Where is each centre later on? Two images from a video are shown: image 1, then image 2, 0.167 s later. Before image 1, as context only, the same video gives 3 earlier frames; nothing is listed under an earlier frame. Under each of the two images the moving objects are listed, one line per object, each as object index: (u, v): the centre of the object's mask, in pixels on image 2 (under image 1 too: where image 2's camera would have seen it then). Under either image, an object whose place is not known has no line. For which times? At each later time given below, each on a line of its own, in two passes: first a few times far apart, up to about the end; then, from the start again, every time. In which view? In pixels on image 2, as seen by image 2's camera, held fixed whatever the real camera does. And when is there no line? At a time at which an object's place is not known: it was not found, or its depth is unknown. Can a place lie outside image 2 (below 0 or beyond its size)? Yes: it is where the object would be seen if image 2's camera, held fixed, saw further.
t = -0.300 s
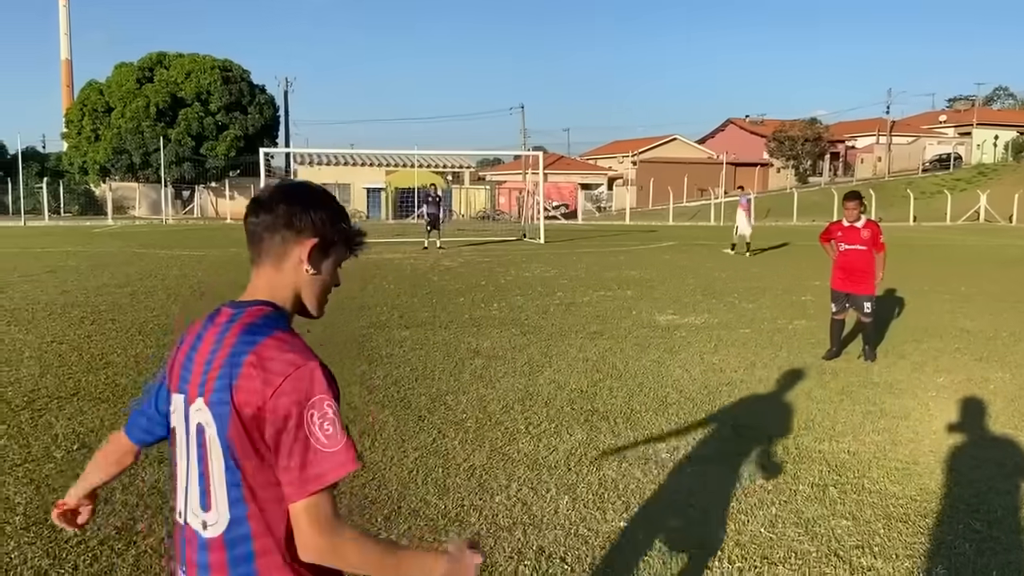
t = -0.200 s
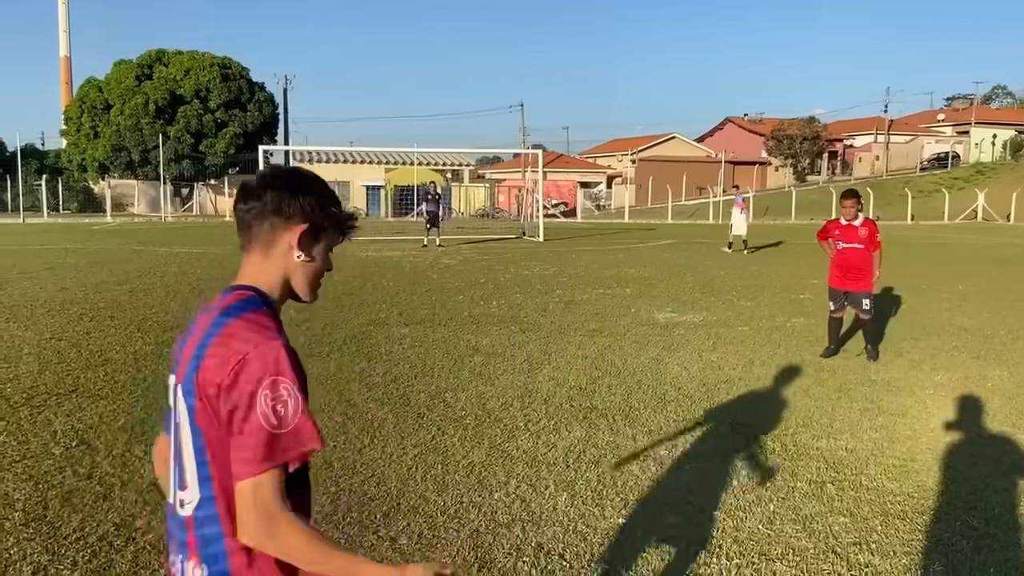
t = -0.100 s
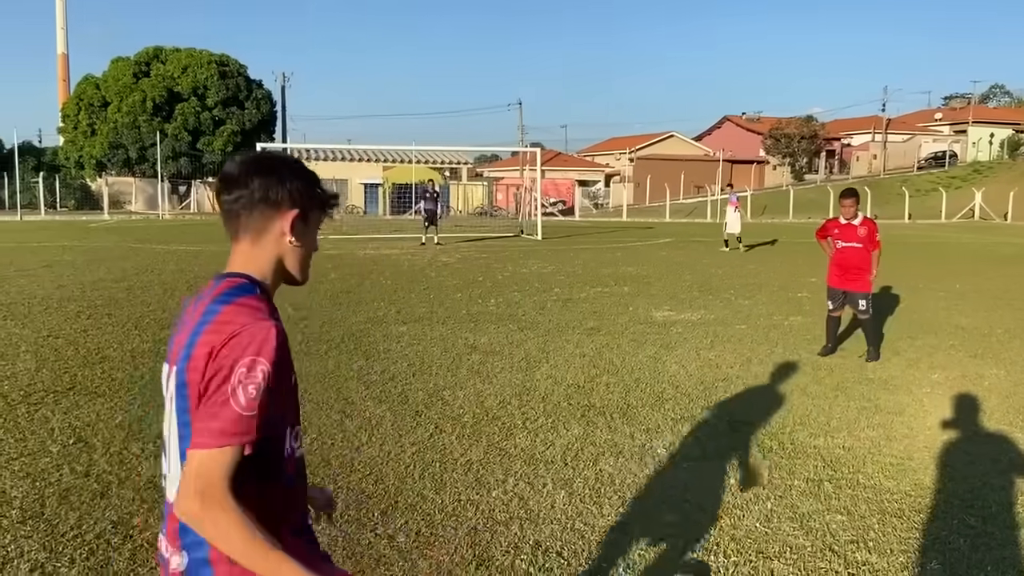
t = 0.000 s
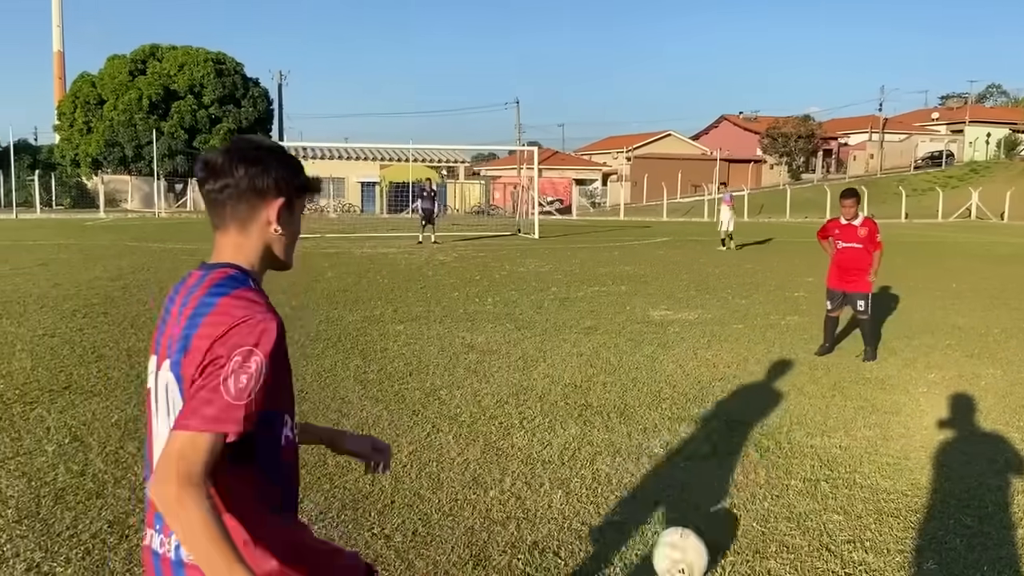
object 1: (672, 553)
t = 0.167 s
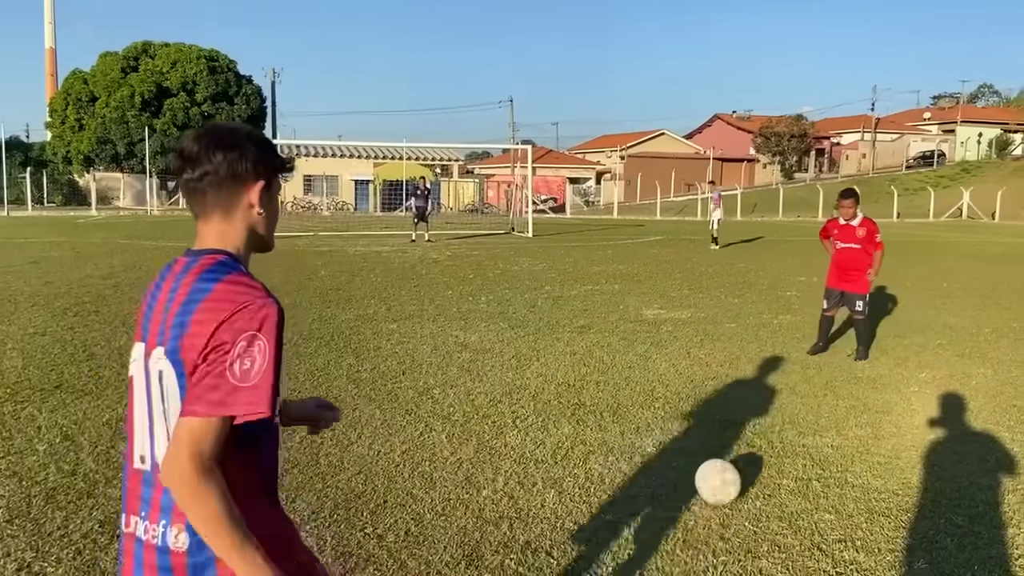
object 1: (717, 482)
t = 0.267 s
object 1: (735, 453)
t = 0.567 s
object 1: (770, 403)
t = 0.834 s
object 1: (787, 369)
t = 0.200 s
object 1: (724, 473)
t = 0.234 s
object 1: (730, 462)
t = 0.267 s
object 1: (735, 453)
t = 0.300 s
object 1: (740, 447)
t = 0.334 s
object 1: (745, 441)
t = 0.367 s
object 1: (749, 433)
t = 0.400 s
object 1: (753, 427)
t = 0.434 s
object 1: (756, 423)
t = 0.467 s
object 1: (760, 420)
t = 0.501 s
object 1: (763, 412)
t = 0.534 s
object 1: (767, 407)
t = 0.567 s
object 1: (770, 403)
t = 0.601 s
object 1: (773, 398)
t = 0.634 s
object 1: (775, 394)
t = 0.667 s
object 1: (777, 389)
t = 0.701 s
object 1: (779, 385)
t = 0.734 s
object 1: (781, 381)
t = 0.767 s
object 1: (783, 376)
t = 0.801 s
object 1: (785, 372)
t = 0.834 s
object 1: (787, 369)
